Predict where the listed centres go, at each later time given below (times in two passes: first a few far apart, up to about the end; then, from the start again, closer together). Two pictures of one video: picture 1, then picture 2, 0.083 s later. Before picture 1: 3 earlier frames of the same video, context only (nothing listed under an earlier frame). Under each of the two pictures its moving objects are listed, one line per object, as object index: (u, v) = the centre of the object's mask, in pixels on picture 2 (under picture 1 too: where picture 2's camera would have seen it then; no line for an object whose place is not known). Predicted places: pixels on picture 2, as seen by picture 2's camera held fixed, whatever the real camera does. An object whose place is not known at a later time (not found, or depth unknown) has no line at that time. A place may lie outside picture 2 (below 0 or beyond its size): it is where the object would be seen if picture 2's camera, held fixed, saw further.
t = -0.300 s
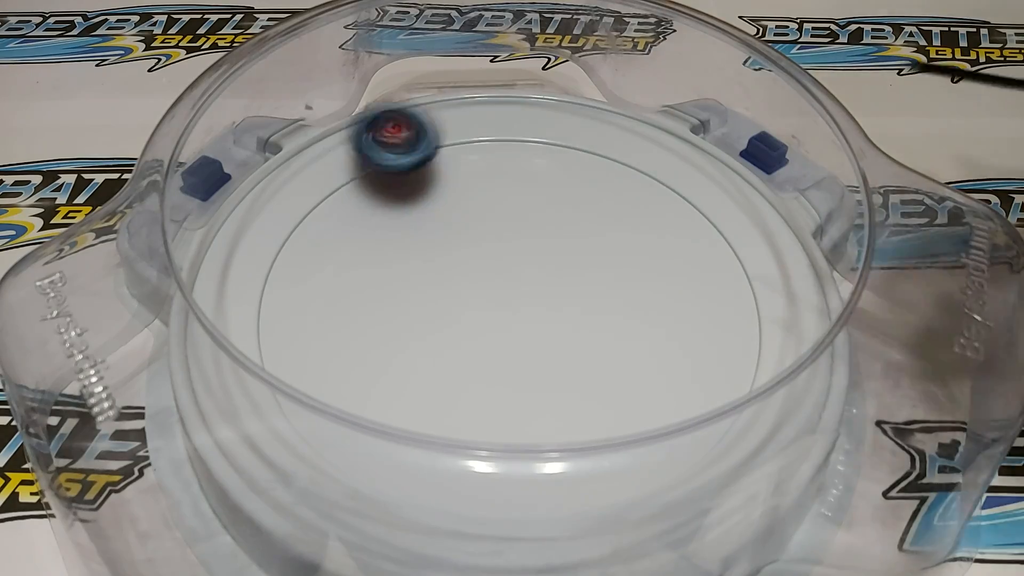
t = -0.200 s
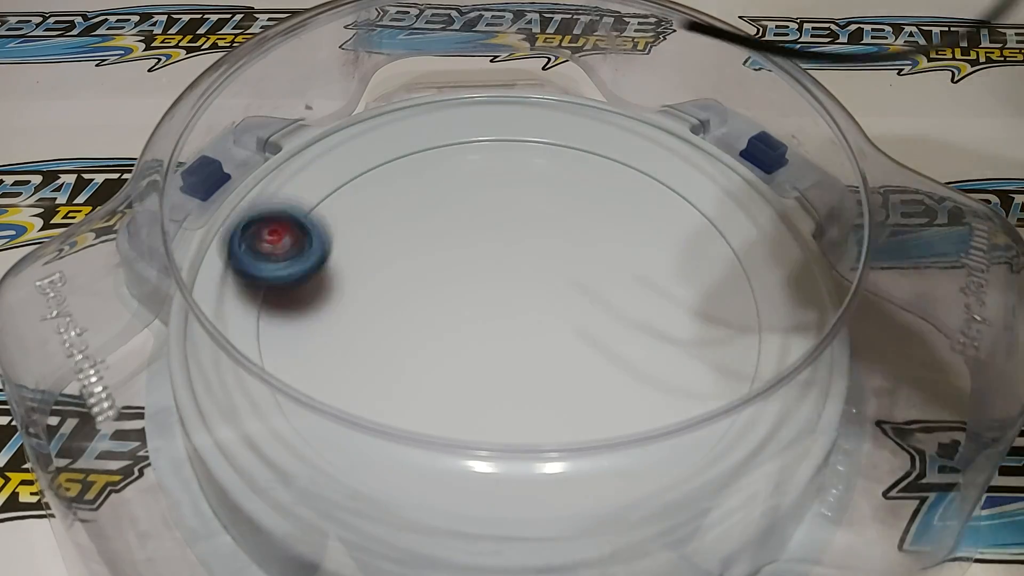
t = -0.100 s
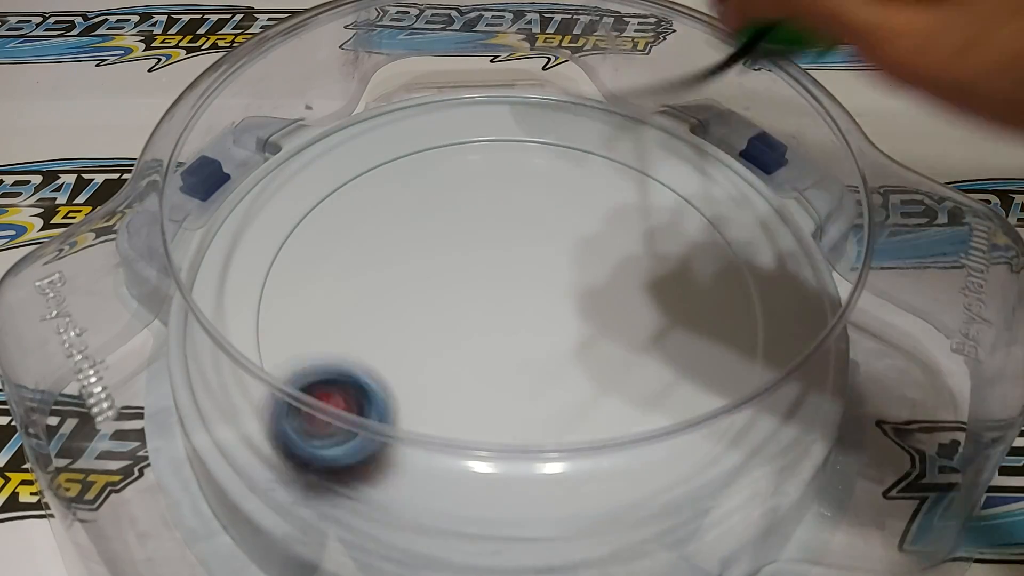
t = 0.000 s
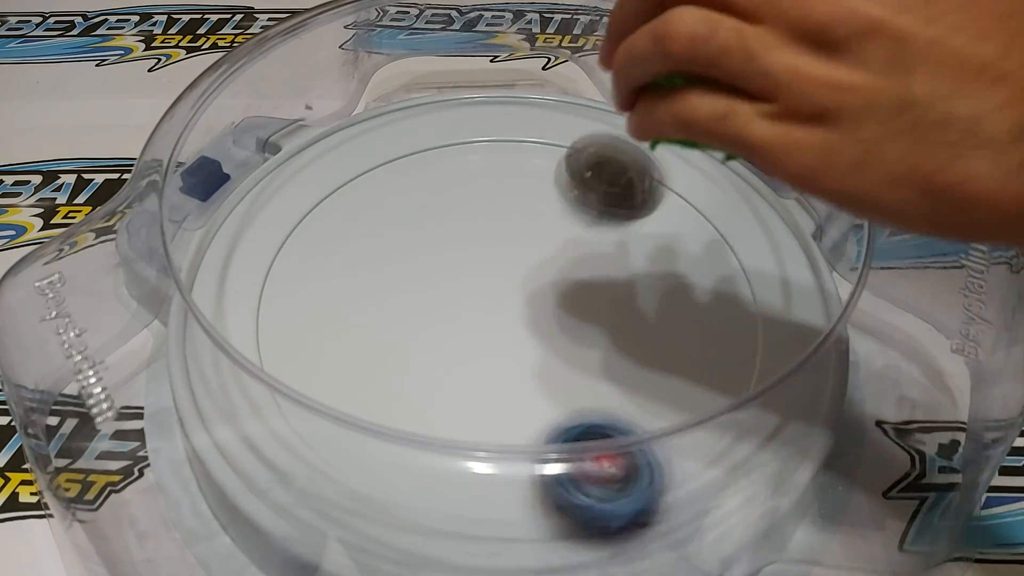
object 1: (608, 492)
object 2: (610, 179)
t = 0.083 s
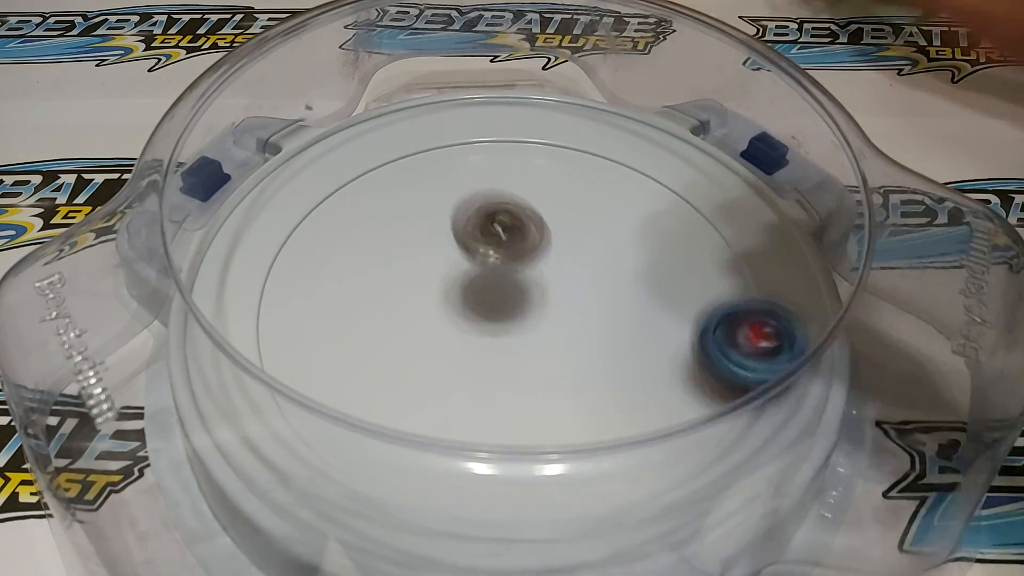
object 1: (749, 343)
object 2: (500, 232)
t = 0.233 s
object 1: (582, 120)
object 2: (323, 167)
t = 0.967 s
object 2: (560, 201)
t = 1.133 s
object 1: (740, 204)
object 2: (405, 143)
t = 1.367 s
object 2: (296, 290)
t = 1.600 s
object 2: (587, 491)
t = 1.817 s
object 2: (738, 245)
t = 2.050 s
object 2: (437, 127)
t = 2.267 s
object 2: (304, 408)
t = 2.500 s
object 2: (751, 329)
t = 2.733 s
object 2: (439, 124)
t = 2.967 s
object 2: (358, 447)
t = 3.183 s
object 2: (759, 326)
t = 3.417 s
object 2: (518, 120)
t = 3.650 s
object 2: (259, 288)
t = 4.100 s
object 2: (650, 152)
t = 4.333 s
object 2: (308, 196)
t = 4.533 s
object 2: (340, 430)
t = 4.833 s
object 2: (754, 368)
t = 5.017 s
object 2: (694, 186)
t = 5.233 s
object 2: (468, 128)
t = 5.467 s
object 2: (313, 295)
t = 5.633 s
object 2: (425, 451)
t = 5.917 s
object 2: (728, 364)
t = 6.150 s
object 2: (638, 187)
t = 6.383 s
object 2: (373, 198)
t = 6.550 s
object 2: (275, 300)
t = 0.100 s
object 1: (758, 314)
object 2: (482, 210)
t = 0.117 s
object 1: (754, 283)
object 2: (462, 189)
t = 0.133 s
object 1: (747, 249)
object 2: (441, 172)
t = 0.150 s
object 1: (731, 220)
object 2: (420, 159)
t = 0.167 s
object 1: (707, 195)
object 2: (399, 150)
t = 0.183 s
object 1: (680, 171)
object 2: (379, 148)
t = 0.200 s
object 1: (650, 150)
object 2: (359, 149)
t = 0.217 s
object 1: (615, 134)
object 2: (340, 156)
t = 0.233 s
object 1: (582, 120)
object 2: (323, 167)
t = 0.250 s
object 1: (544, 109)
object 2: (309, 182)
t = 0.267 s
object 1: (510, 96)
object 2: (297, 204)
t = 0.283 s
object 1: (474, 86)
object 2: (297, 208)
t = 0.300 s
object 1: (442, 73)
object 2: (310, 207)
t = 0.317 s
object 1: (413, 68)
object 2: (323, 206)
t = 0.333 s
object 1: (389, 71)
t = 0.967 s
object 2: (560, 201)
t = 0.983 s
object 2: (545, 191)
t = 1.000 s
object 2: (530, 180)
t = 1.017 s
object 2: (515, 172)
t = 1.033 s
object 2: (500, 165)
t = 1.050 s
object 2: (485, 157)
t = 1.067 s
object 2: (469, 151)
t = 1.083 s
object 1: (790, 232)
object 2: (452, 148)
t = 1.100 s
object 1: (772, 224)
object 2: (436, 144)
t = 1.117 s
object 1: (757, 213)
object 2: (421, 143)
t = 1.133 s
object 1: (740, 204)
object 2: (405, 143)
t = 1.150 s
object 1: (723, 194)
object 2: (391, 144)
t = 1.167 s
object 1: (704, 188)
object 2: (378, 146)
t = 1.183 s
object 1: (684, 182)
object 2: (364, 151)
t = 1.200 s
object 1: (663, 176)
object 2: (351, 155)
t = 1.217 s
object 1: (642, 169)
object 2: (339, 165)
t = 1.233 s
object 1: (620, 163)
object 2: (329, 172)
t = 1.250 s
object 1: (597, 157)
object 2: (319, 183)
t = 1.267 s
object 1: (572, 153)
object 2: (311, 193)
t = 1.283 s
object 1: (547, 151)
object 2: (304, 207)
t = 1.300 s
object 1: (521, 149)
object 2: (299, 221)
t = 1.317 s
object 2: (295, 237)
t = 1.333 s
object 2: (294, 255)
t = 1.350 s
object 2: (294, 272)
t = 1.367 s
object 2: (296, 290)
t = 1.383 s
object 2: (302, 313)
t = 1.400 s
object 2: (308, 331)
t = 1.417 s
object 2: (318, 345)
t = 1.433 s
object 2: (335, 366)
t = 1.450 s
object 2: (349, 380)
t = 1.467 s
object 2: (365, 405)
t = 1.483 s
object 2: (388, 425)
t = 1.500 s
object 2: (410, 440)
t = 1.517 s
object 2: (436, 455)
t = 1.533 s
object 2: (465, 471)
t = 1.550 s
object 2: (492, 478)
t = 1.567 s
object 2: (525, 488)
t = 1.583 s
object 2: (555, 493)
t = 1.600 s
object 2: (587, 491)
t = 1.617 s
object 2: (611, 479)
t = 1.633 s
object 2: (631, 464)
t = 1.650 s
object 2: (653, 443)
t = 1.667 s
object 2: (671, 428)
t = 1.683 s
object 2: (690, 408)
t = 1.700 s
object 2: (706, 389)
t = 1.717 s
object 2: (720, 369)
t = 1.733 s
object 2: (733, 346)
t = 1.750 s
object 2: (744, 328)
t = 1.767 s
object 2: (753, 303)
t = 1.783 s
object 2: (756, 285)
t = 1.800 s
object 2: (748, 261)
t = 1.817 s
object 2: (738, 245)
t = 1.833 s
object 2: (728, 227)
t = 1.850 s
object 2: (716, 210)
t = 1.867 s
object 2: (702, 196)
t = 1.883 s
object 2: (684, 180)
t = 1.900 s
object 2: (667, 170)
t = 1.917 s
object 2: (647, 156)
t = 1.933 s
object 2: (627, 148)
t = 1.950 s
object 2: (604, 138)
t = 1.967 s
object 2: (583, 132)
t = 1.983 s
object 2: (560, 126)
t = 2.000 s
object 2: (529, 120)
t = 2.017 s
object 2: (498, 121)
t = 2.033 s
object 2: (466, 123)
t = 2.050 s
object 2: (437, 127)
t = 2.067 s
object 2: (406, 132)
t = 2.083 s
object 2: (380, 142)
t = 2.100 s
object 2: (353, 156)
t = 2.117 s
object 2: (328, 170)
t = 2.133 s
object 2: (304, 188)
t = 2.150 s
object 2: (288, 210)
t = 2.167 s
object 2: (273, 233)
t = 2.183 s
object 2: (261, 262)
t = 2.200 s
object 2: (254, 285)
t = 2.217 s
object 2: (261, 317)
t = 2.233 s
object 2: (264, 344)
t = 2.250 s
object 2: (279, 379)
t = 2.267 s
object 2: (304, 408)
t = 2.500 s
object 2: (751, 329)
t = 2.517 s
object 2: (752, 302)
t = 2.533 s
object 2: (751, 273)
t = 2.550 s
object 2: (743, 249)
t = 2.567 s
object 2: (729, 223)
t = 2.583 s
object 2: (713, 204)
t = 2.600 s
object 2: (693, 182)
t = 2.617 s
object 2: (669, 164)
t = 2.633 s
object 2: (639, 148)
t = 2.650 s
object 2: (605, 136)
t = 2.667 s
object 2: (575, 128)
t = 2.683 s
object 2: (541, 121)
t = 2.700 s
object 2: (507, 120)
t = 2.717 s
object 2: (473, 120)
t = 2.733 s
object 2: (439, 124)
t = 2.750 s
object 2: (407, 132)
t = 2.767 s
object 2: (376, 146)
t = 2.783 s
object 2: (349, 157)
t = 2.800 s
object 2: (322, 177)
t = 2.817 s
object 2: (302, 193)
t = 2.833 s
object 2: (283, 224)
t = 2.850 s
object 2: (268, 247)
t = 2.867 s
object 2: (263, 281)
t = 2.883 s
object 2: (263, 308)
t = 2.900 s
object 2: (267, 336)
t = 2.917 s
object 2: (281, 372)
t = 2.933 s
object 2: (300, 396)
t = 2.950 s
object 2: (329, 427)
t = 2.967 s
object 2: (358, 447)
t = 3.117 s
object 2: (703, 426)
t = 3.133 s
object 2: (724, 402)
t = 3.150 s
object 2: (737, 379)
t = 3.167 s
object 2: (747, 354)
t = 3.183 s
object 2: (759, 326)
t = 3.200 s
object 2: (759, 304)
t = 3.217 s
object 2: (752, 283)
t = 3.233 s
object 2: (746, 255)
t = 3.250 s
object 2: (738, 233)
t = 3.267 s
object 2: (725, 214)
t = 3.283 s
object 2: (708, 192)
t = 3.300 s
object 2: (688, 178)
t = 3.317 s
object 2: (668, 163)
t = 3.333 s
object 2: (645, 148)
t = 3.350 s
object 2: (620, 140)
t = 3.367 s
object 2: (596, 132)
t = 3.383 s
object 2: (570, 124)
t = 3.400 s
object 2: (543, 121)
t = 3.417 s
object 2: (518, 120)
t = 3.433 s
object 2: (491, 118)
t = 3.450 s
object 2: (465, 120)
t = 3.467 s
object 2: (440, 124)
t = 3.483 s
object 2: (415, 131)
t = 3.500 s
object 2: (392, 138)
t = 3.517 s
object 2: (370, 146)
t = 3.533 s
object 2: (349, 160)
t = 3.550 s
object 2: (330, 171)
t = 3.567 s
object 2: (311, 185)
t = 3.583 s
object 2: (293, 206)
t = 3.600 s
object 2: (281, 220)
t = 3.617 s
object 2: (273, 243)
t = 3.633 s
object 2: (266, 268)
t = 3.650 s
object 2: (259, 288)
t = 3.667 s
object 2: (264, 315)
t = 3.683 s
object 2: (269, 338)
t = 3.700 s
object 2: (275, 369)
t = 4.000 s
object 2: (762, 261)
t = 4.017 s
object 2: (749, 239)
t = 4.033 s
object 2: (735, 218)
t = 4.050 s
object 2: (718, 198)
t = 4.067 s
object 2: (698, 180)
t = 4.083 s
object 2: (676, 164)
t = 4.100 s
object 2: (650, 152)
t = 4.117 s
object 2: (625, 141)
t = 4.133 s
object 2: (600, 131)
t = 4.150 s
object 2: (571, 127)
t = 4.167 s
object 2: (543, 123)
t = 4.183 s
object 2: (517, 120)
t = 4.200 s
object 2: (490, 121)
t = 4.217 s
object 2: (462, 123)
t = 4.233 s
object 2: (436, 129)
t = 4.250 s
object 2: (411, 136)
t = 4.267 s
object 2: (387, 143)
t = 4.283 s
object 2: (365, 153)
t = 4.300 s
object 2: (345, 171)
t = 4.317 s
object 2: (325, 184)
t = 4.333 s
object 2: (308, 196)
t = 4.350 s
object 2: (295, 212)
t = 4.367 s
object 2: (286, 235)
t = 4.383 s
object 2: (278, 255)
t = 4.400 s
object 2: (273, 272)
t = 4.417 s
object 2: (269, 290)
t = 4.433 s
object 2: (270, 309)
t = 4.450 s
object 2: (277, 334)
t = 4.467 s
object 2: (283, 357)
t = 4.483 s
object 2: (291, 374)
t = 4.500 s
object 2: (303, 391)
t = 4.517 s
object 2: (320, 410)
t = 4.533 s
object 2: (340, 430)
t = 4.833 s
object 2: (754, 368)
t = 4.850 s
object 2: (757, 345)
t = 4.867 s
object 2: (760, 328)
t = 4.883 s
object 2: (760, 311)
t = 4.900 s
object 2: (759, 294)
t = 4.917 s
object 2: (757, 277)
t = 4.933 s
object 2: (753, 258)
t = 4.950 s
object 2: (746, 239)
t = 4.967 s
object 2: (732, 227)
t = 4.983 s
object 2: (719, 211)
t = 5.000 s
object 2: (707, 198)
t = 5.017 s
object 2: (694, 186)
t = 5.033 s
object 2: (681, 176)
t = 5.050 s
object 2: (667, 165)
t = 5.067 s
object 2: (649, 156)
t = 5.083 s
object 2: (630, 150)
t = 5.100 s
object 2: (612, 144)
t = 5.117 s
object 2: (593, 139)
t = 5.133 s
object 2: (575, 135)
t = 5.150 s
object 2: (557, 131)
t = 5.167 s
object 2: (539, 128)
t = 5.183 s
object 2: (522, 126)
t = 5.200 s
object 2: (504, 125)
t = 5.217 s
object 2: (486, 126)
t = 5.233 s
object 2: (468, 128)
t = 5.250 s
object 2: (450, 132)
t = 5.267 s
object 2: (433, 136)
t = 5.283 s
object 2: (418, 139)
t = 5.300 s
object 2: (402, 148)
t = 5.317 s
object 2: (387, 158)
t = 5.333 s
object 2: (373, 170)
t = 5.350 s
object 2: (360, 182)
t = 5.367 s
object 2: (347, 195)
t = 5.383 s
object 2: (336, 207)
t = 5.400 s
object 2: (328, 223)
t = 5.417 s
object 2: (321, 238)
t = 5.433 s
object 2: (316, 256)
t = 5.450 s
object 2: (315, 275)
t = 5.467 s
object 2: (313, 295)
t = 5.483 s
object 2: (314, 313)
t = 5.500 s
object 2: (317, 329)
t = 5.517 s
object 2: (322, 344)
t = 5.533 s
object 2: (330, 360)
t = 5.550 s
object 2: (343, 371)
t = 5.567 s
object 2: (354, 390)
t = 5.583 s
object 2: (369, 412)
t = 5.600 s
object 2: (385, 429)
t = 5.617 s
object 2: (405, 441)
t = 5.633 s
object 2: (425, 451)
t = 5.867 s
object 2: (708, 409)
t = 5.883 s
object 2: (716, 394)
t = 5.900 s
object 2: (721, 380)
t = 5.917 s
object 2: (728, 364)
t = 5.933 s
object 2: (733, 347)
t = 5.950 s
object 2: (736, 332)
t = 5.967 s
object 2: (737, 317)
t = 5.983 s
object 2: (736, 302)
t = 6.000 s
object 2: (732, 288)
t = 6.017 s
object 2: (731, 271)
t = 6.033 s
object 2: (725, 257)
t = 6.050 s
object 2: (717, 244)
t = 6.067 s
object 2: (708, 232)
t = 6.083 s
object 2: (697, 220)
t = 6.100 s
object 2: (684, 210)
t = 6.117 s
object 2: (670, 202)
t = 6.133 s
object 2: (654, 194)
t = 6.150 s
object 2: (638, 187)
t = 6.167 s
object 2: (620, 181)
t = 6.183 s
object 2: (602, 177)
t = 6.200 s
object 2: (584, 173)
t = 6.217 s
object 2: (564, 170)
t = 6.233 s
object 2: (544, 169)
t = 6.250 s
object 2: (525, 169)
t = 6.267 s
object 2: (504, 168)
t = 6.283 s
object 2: (484, 170)
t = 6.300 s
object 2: (464, 173)
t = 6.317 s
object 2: (445, 176)
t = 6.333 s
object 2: (426, 182)
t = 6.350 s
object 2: (408, 185)
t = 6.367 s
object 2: (389, 192)
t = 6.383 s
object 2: (373, 198)
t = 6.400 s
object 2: (358, 203)
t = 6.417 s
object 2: (342, 210)
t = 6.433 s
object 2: (329, 218)
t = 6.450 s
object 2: (318, 227)
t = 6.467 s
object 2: (307, 240)
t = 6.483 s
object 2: (298, 251)
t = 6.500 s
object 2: (289, 263)
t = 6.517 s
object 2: (282, 275)
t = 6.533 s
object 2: (278, 289)
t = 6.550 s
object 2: (275, 300)
